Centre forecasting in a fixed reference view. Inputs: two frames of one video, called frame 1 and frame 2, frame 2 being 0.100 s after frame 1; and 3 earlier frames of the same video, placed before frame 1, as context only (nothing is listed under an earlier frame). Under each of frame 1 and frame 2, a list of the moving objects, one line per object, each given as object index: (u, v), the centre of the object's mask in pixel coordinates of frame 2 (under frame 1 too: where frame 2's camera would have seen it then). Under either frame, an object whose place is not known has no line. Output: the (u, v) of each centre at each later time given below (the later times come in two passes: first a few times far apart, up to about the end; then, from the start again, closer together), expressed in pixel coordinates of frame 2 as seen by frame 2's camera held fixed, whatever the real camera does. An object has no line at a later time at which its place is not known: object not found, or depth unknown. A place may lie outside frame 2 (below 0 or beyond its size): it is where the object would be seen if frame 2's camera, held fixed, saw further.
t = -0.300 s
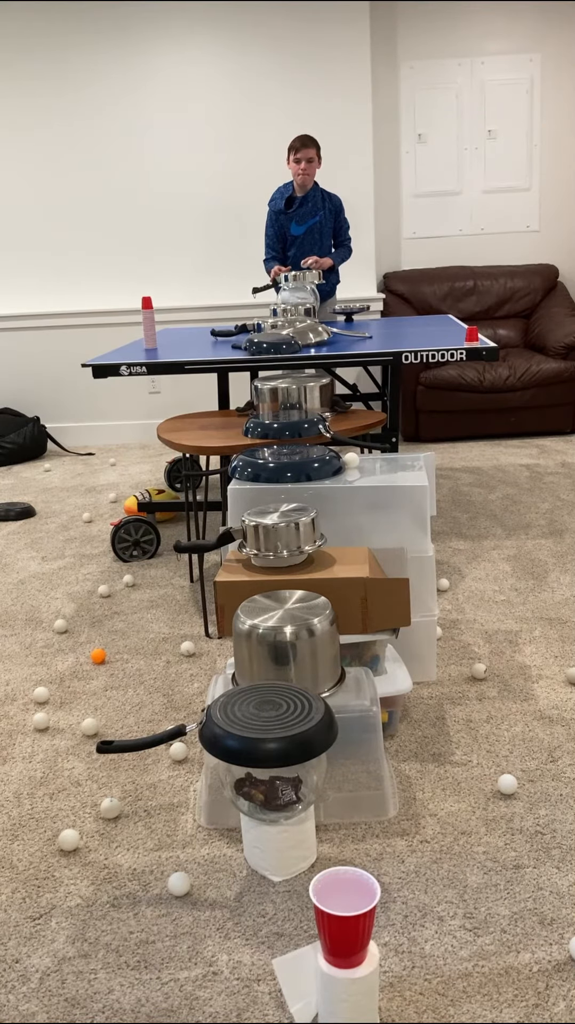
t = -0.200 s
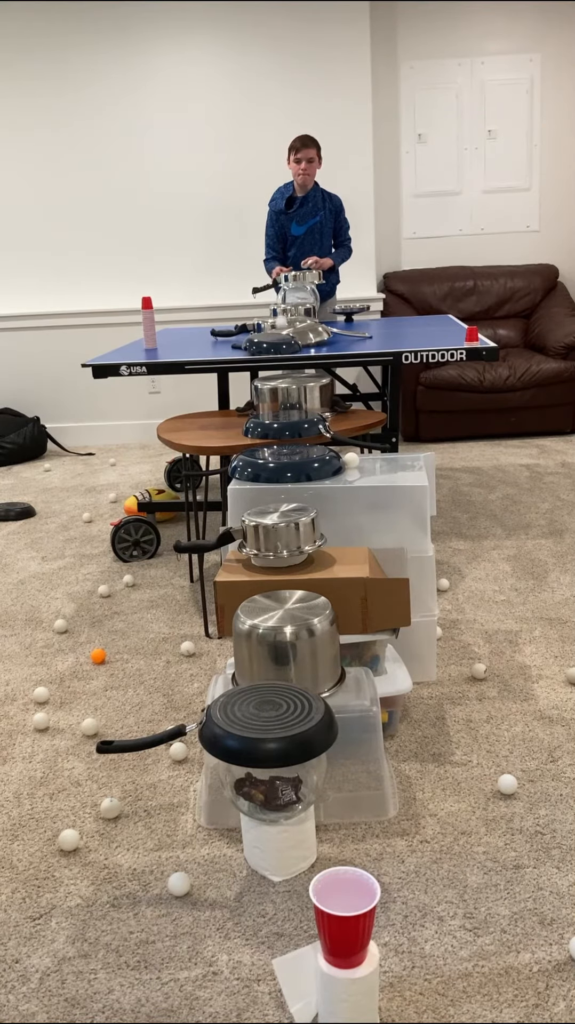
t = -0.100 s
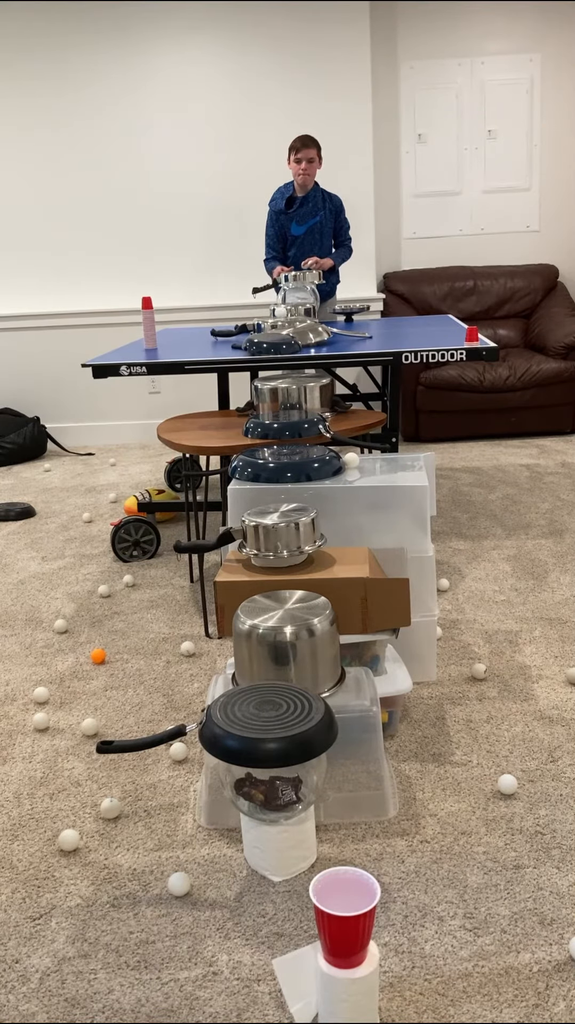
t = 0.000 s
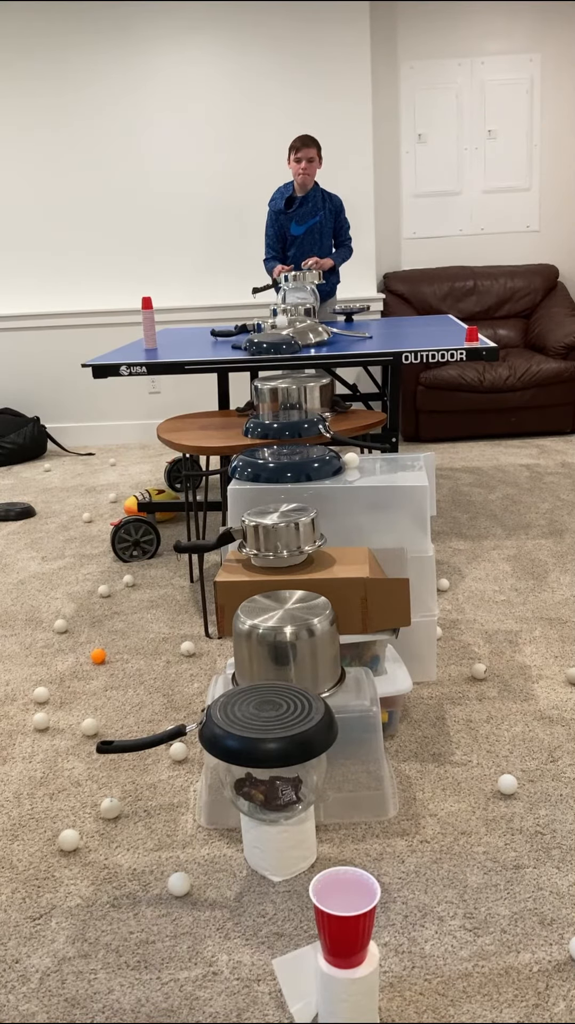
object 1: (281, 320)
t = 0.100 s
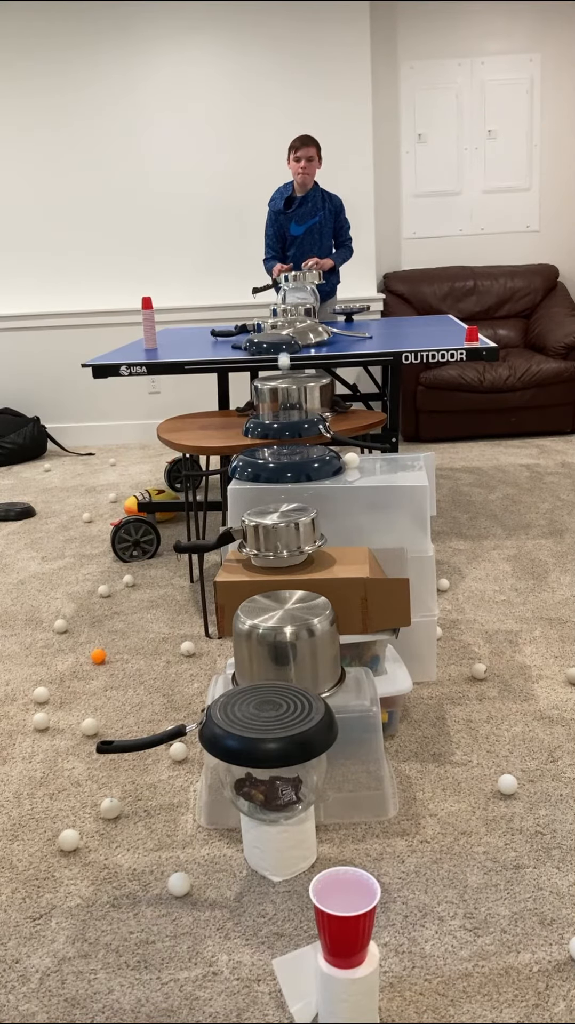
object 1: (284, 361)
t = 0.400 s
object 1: (284, 358)
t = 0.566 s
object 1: (286, 374)
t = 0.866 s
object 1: (289, 428)
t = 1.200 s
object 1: (296, 421)
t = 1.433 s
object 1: (288, 432)
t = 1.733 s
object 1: (267, 543)
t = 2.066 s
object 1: (266, 519)
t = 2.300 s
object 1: (286, 668)
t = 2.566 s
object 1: (334, 700)
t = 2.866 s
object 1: (329, 886)
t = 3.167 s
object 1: (345, 880)
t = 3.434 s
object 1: (352, 881)
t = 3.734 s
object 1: (357, 883)
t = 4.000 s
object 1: (359, 884)
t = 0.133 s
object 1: (284, 365)
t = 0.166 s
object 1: (284, 352)
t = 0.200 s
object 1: (283, 343)
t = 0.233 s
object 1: (283, 336)
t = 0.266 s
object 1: (283, 333)
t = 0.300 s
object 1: (283, 334)
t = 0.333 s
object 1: (284, 338)
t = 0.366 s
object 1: (283, 346)
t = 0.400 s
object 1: (284, 358)
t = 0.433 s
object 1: (285, 372)
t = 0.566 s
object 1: (286, 374)
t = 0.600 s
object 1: (285, 364)
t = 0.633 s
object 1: (285, 358)
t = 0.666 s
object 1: (285, 355)
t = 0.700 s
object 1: (285, 357)
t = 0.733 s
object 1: (285, 363)
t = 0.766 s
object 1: (283, 371)
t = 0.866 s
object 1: (289, 428)
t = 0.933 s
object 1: (290, 424)
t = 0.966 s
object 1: (290, 409)
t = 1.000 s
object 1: (290, 397)
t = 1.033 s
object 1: (291, 390)
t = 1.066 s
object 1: (292, 387)
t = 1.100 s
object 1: (292, 388)
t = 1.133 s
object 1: (293, 395)
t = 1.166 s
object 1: (294, 405)
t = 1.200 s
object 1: (296, 421)
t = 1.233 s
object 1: (298, 441)
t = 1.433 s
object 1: (288, 432)
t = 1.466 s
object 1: (285, 424)
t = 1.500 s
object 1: (282, 422)
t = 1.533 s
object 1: (279, 425)
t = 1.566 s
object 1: (276, 432)
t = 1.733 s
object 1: (267, 543)
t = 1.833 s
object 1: (264, 545)
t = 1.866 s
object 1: (263, 527)
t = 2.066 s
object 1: (266, 519)
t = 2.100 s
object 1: (268, 539)
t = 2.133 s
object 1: (271, 562)
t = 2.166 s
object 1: (274, 593)
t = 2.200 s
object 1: (277, 630)
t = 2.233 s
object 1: (279, 670)
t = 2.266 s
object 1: (282, 691)
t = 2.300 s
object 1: (286, 668)
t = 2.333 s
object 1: (291, 651)
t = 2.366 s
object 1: (295, 638)
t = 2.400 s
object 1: (301, 631)
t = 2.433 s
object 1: (307, 631)
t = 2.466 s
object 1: (313, 638)
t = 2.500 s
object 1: (319, 651)
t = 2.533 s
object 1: (326, 672)
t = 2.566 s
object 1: (334, 700)
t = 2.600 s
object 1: (342, 736)
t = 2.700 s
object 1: (365, 881)
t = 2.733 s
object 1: (341, 897)
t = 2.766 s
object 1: (333, 896)
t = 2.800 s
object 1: (331, 893)
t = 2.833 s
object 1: (328, 889)
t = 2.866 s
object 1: (329, 886)
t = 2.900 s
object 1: (332, 884)
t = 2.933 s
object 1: (333, 883)
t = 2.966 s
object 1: (335, 882)
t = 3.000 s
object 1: (337, 881)
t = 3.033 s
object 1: (339, 880)
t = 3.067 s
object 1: (341, 880)
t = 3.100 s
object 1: (342, 880)
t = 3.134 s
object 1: (344, 880)
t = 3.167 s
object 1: (345, 880)
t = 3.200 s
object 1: (346, 880)
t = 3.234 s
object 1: (347, 880)
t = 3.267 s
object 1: (348, 880)
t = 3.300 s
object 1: (349, 880)
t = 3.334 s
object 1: (349, 880)
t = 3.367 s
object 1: (350, 881)
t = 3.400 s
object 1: (351, 881)
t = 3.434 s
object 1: (352, 881)
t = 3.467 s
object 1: (353, 881)
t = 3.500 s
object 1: (353, 882)
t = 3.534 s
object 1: (354, 882)
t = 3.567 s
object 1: (354, 882)
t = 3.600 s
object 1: (355, 882)
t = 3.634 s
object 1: (356, 882)
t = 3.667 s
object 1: (356, 882)
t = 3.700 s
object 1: (357, 883)
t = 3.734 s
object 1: (357, 883)
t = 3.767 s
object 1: (358, 883)
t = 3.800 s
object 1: (358, 883)
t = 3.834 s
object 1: (358, 883)
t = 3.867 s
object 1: (358, 883)
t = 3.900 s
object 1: (358, 883)
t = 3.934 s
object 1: (359, 884)
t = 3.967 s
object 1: (359, 884)
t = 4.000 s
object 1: (359, 884)
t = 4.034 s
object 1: (359, 884)
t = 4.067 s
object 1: (359, 884)
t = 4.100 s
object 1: (360, 884)
